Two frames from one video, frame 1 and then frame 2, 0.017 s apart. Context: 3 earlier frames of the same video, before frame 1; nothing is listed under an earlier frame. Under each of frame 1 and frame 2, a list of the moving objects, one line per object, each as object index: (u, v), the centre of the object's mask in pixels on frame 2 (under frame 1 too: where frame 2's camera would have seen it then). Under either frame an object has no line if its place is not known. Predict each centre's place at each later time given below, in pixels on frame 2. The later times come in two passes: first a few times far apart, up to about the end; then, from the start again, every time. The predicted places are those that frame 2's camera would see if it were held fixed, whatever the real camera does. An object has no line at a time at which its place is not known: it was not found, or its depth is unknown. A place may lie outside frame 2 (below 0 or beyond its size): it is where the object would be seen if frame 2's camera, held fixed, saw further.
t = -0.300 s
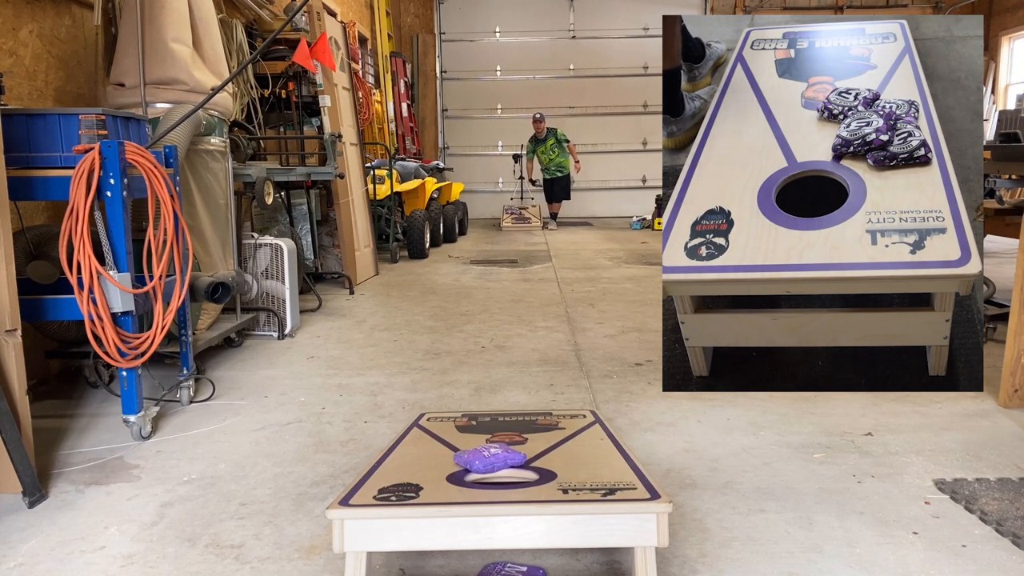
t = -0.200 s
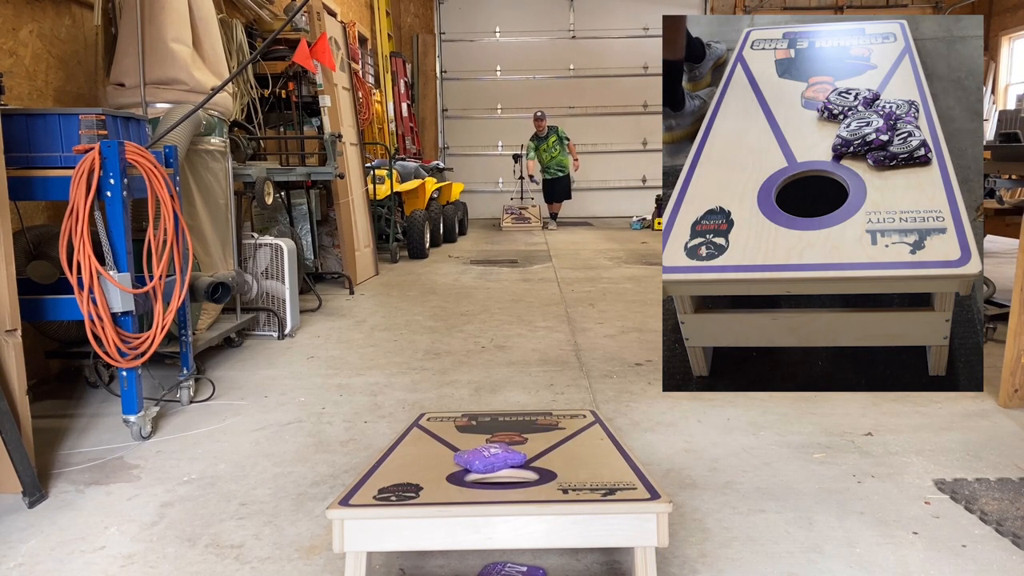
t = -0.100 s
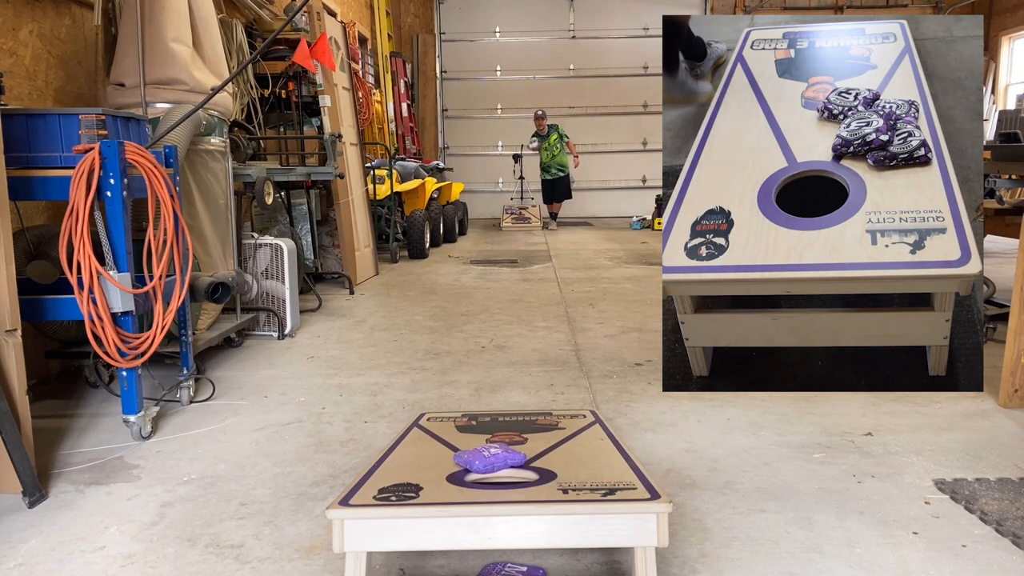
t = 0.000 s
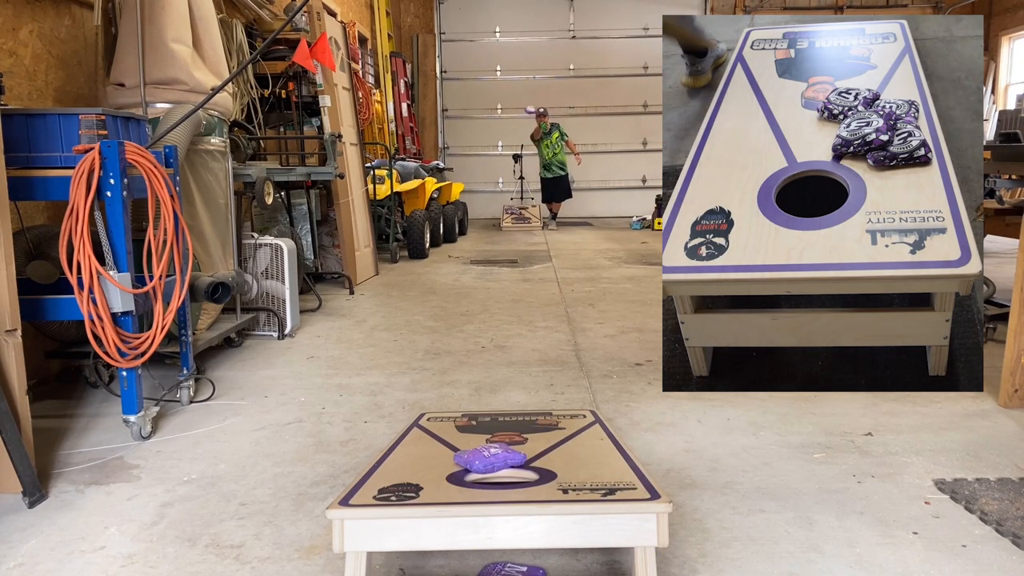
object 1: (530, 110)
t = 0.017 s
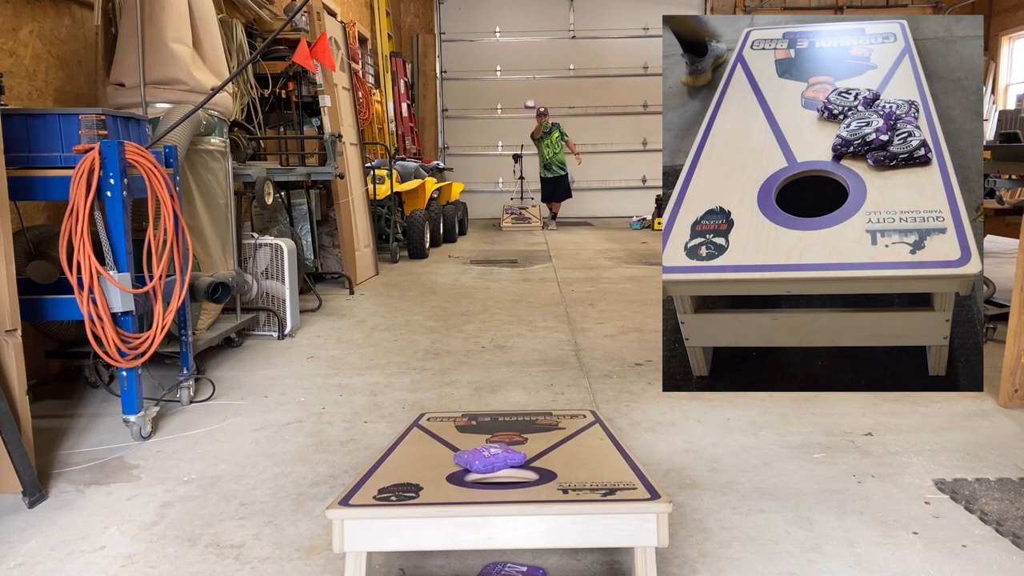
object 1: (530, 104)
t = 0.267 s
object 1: (519, 38)
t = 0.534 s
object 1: (503, 33)
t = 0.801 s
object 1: (476, 204)
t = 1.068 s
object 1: (431, 416)
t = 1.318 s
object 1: (413, 425)
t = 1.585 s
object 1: (407, 426)
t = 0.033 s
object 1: (529, 99)
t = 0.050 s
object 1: (528, 94)
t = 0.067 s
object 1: (528, 89)
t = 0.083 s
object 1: (527, 83)
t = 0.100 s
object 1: (527, 78)
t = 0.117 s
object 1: (526, 73)
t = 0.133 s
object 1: (525, 69)
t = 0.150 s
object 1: (524, 64)
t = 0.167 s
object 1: (524, 60)
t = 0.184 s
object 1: (523, 56)
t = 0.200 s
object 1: (522, 52)
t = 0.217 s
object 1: (522, 48)
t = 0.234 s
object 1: (521, 45)
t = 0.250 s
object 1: (520, 41)
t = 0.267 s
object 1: (519, 38)
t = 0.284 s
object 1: (518, 35)
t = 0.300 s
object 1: (518, 32)
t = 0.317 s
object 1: (517, 30)
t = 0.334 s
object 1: (516, 28)
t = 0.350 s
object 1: (515, 27)
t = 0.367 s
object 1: (514, 25)
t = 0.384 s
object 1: (513, 24)
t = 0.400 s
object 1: (512, 24)
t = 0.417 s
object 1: (511, 23)
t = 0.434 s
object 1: (510, 24)
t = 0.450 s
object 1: (509, 24)
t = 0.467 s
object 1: (507, 25)
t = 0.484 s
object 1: (506, 26)
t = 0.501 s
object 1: (505, 28)
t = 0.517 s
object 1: (504, 31)
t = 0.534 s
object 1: (503, 33)
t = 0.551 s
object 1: (502, 37)
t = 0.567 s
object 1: (501, 42)
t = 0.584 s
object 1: (499, 47)
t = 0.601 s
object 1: (498, 53)
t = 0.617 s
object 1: (496, 59)
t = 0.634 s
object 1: (495, 67)
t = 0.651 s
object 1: (493, 75)
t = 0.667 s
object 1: (492, 85)
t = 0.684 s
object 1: (490, 95)
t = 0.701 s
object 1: (489, 106)
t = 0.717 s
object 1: (486, 119)
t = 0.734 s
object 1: (485, 134)
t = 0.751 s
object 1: (483, 148)
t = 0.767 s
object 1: (481, 166)
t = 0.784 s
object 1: (478, 185)
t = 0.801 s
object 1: (476, 204)
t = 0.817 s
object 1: (473, 228)
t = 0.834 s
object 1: (470, 252)
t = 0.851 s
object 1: (468, 280)
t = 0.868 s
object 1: (465, 308)
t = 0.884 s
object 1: (462, 341)
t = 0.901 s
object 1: (457, 379)
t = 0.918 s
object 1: (454, 405)
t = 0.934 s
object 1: (451, 406)
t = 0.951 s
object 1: (450, 403)
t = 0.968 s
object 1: (448, 403)
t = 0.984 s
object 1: (444, 404)
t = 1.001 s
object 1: (442, 404)
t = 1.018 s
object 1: (439, 406)
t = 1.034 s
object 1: (437, 409)
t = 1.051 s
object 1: (435, 412)
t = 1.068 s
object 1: (431, 416)
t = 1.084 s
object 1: (429, 417)
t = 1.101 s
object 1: (427, 418)
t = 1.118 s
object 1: (426, 418)
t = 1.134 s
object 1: (425, 419)
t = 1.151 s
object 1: (423, 420)
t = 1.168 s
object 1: (421, 421)
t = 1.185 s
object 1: (419, 422)
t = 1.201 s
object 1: (418, 423)
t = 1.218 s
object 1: (418, 423)
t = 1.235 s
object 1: (417, 423)
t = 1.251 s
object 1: (416, 424)
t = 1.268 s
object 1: (416, 424)
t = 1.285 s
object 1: (414, 425)
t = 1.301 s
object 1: (414, 425)
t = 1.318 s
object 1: (413, 425)
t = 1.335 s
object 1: (413, 425)
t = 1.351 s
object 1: (412, 425)
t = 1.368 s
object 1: (411, 426)
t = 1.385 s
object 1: (410, 426)
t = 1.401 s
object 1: (409, 426)
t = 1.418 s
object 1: (409, 426)
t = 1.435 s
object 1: (409, 426)
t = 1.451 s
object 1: (409, 426)
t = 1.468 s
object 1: (409, 426)
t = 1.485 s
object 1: (408, 426)
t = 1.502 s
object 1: (408, 426)
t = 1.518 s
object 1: (408, 426)
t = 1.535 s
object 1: (408, 426)
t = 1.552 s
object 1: (407, 426)
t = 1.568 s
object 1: (407, 426)
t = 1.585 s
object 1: (407, 426)
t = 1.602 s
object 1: (407, 426)
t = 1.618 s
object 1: (407, 426)
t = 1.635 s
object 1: (407, 425)
